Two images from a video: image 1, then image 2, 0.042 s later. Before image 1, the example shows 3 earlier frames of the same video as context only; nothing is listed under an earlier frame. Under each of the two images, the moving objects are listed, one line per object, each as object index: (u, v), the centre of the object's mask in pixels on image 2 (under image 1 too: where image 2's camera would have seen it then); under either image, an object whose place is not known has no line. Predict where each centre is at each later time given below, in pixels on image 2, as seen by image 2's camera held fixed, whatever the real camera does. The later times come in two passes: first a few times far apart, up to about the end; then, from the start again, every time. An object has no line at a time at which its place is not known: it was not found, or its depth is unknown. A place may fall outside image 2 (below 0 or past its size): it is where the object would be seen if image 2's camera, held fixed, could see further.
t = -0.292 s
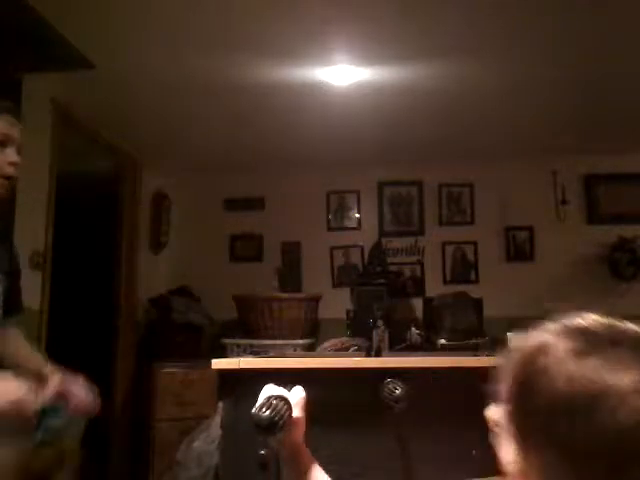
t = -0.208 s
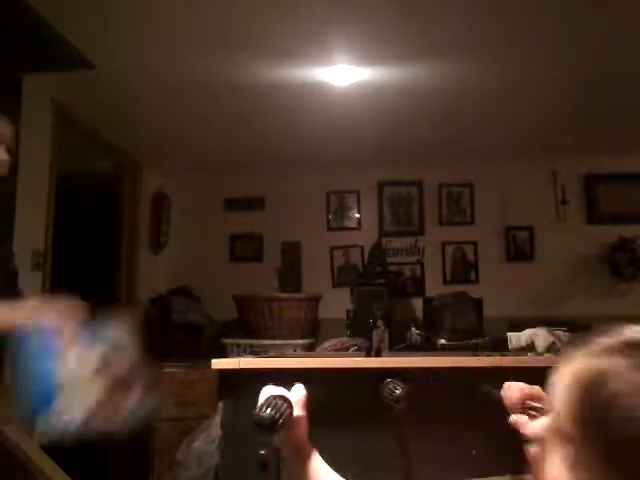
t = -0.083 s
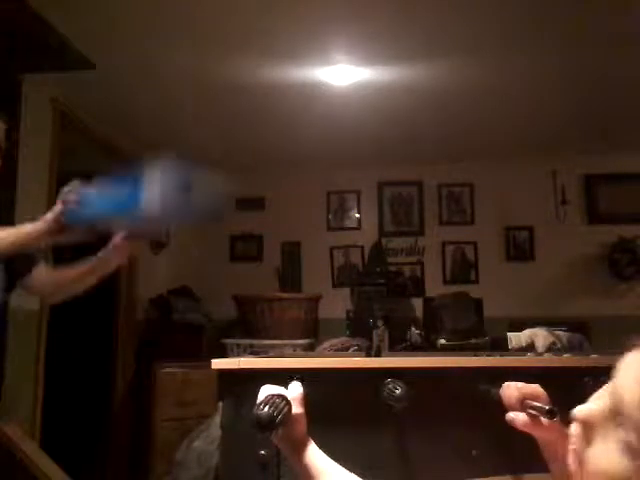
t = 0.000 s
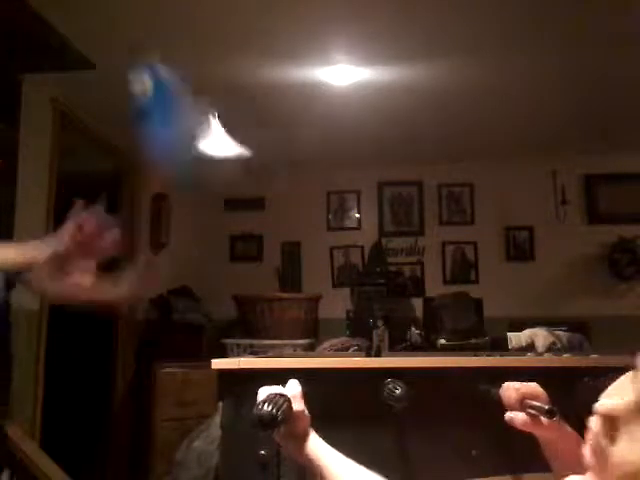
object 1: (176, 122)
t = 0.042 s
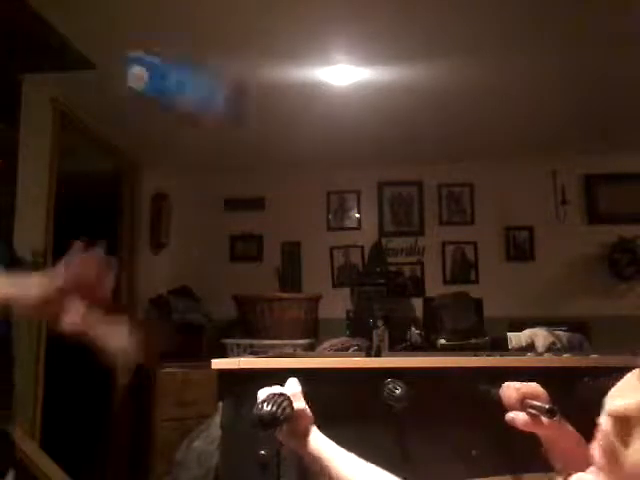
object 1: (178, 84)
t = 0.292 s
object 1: (240, 65)
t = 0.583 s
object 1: (292, 303)
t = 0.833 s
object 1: (293, 340)
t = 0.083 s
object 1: (204, 67)
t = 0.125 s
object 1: (211, 55)
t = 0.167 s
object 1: (220, 43)
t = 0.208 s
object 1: (228, 36)
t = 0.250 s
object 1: (235, 44)
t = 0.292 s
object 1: (240, 65)
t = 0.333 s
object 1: (236, 102)
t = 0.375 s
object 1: (249, 174)
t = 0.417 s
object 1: (254, 227)
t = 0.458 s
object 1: (268, 301)
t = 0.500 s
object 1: (267, 325)
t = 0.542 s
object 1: (283, 311)
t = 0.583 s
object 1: (292, 303)
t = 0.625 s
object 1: (296, 304)
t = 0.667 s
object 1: (295, 313)
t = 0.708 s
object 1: (283, 329)
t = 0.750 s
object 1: (288, 333)
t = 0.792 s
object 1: (294, 335)
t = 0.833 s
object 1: (293, 340)
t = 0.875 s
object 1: (294, 339)
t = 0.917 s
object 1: (294, 339)
